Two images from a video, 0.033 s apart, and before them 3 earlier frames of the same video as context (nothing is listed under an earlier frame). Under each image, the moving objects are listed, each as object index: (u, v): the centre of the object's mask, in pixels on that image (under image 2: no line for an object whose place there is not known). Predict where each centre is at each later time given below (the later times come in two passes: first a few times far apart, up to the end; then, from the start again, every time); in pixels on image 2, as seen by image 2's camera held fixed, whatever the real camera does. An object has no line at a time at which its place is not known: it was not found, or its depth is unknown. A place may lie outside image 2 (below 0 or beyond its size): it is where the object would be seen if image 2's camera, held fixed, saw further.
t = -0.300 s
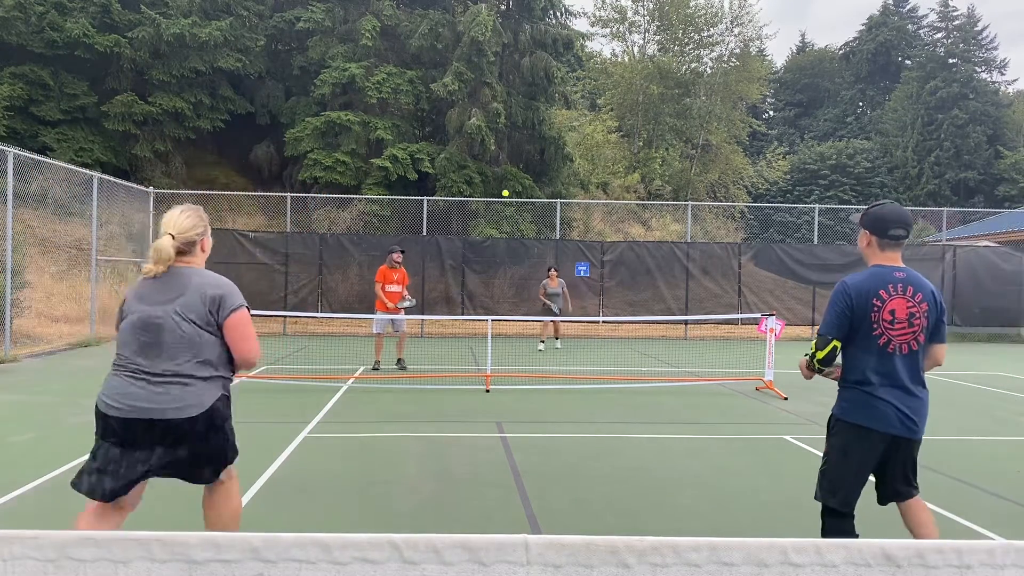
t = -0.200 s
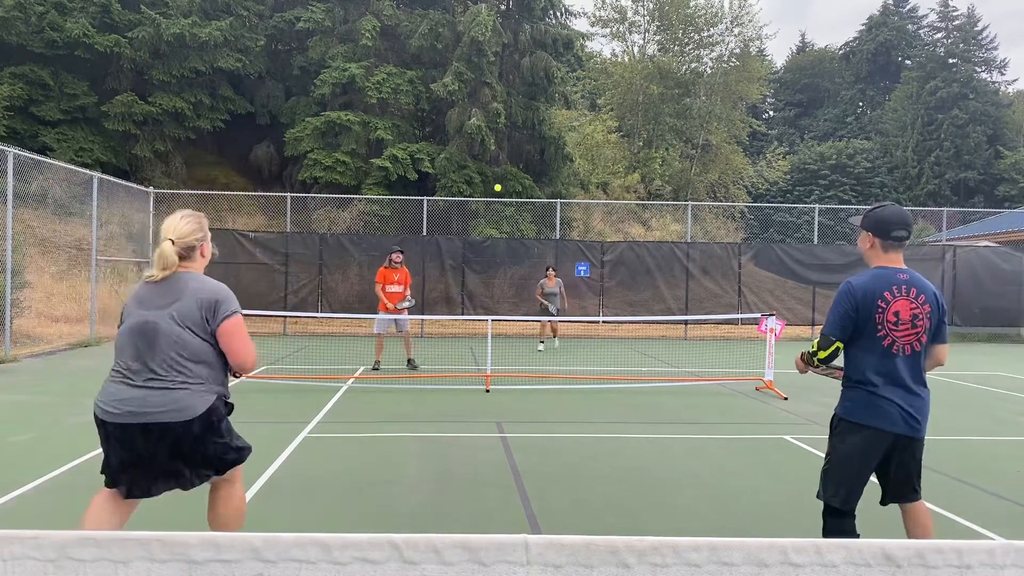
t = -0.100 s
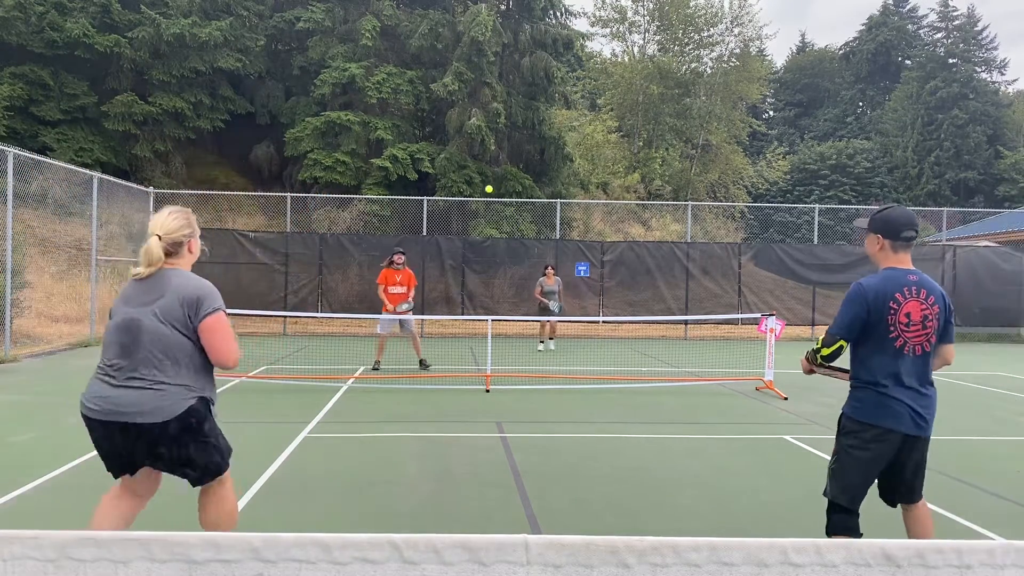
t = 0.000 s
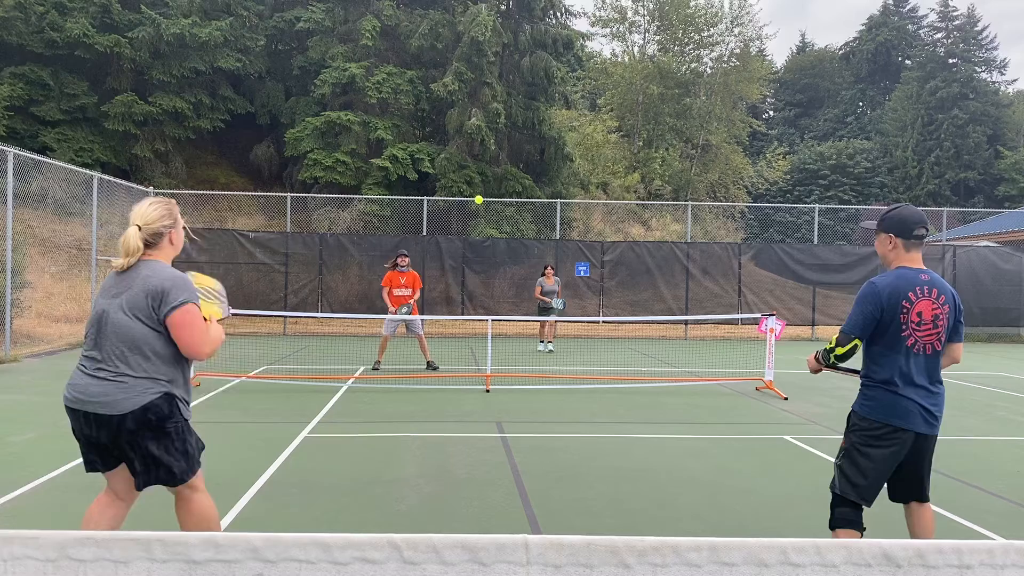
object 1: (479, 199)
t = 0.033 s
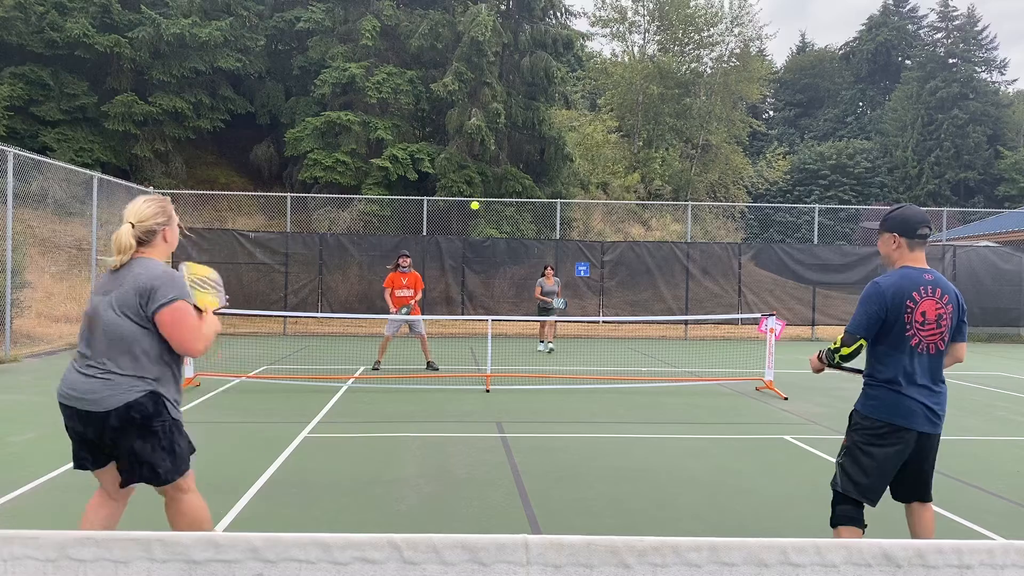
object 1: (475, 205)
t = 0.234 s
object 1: (446, 274)
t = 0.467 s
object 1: (392, 465)
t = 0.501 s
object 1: (382, 508)
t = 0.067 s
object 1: (471, 213)
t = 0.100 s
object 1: (466, 221)
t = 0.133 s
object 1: (462, 232)
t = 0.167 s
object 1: (457, 244)
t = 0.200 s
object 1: (452, 258)
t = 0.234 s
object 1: (446, 274)
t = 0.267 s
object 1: (440, 292)
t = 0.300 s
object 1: (434, 312)
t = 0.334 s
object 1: (427, 336)
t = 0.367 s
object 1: (419, 363)
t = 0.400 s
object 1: (411, 393)
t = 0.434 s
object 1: (402, 426)
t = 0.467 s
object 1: (392, 465)
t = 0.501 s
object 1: (382, 508)
